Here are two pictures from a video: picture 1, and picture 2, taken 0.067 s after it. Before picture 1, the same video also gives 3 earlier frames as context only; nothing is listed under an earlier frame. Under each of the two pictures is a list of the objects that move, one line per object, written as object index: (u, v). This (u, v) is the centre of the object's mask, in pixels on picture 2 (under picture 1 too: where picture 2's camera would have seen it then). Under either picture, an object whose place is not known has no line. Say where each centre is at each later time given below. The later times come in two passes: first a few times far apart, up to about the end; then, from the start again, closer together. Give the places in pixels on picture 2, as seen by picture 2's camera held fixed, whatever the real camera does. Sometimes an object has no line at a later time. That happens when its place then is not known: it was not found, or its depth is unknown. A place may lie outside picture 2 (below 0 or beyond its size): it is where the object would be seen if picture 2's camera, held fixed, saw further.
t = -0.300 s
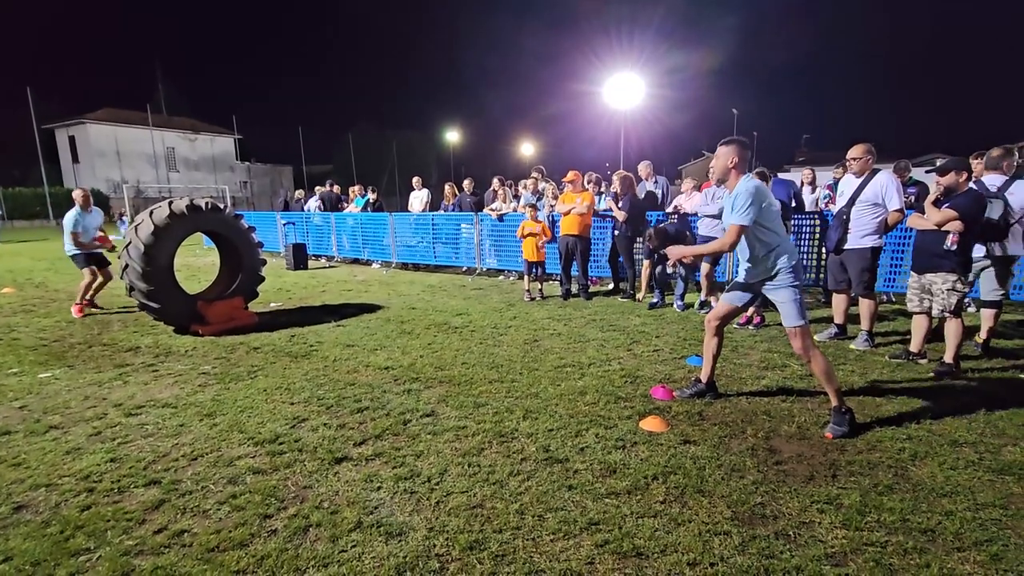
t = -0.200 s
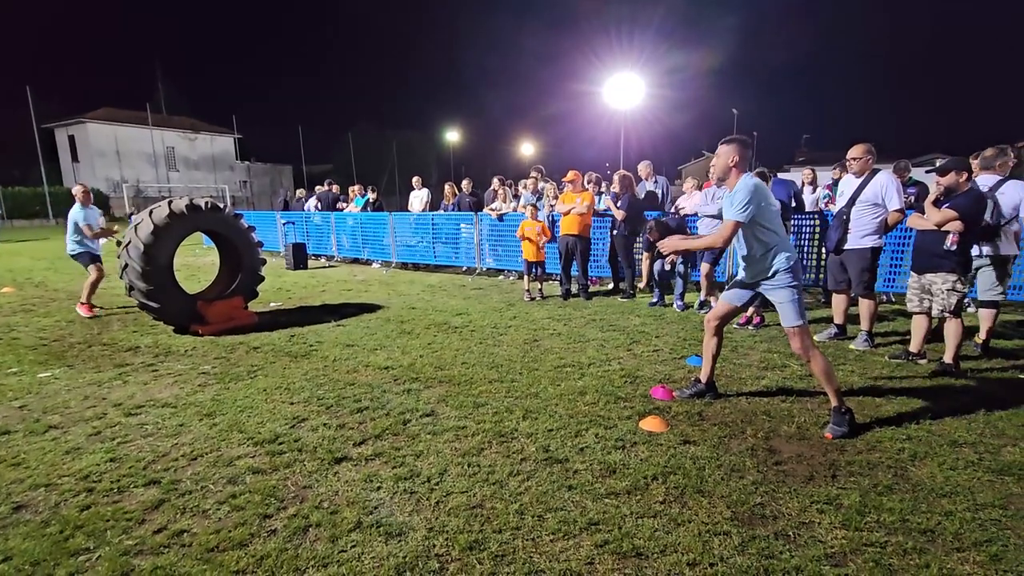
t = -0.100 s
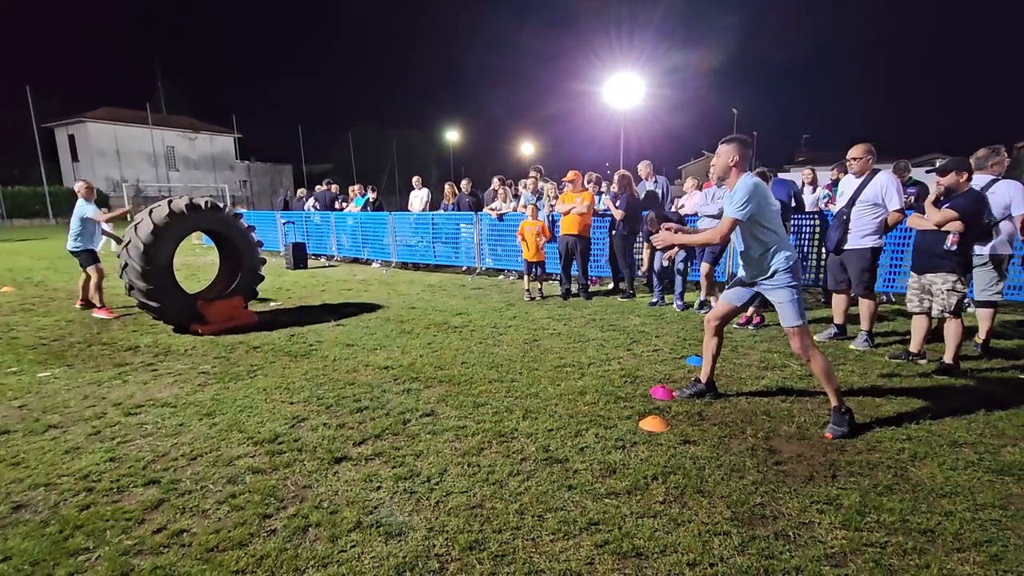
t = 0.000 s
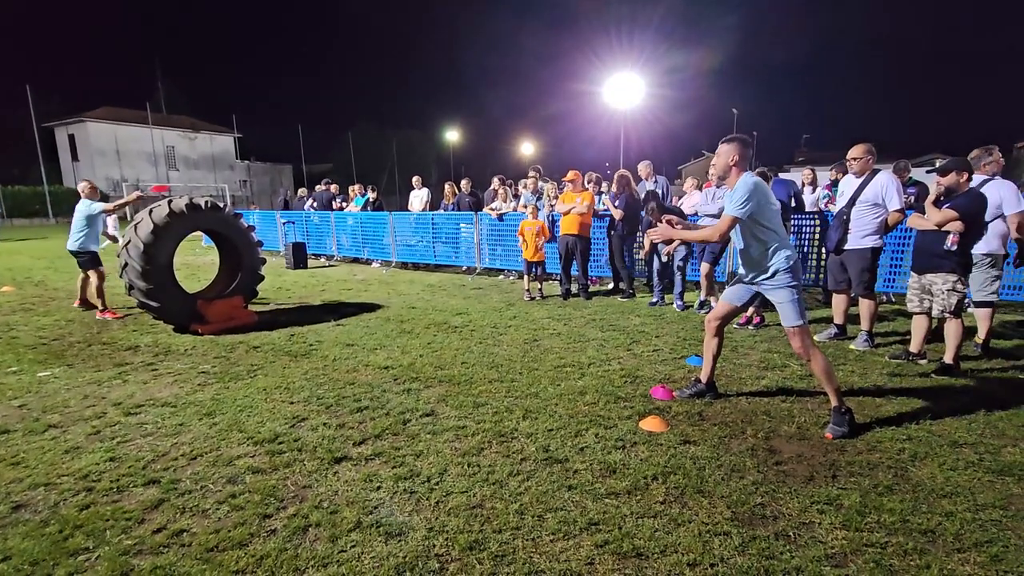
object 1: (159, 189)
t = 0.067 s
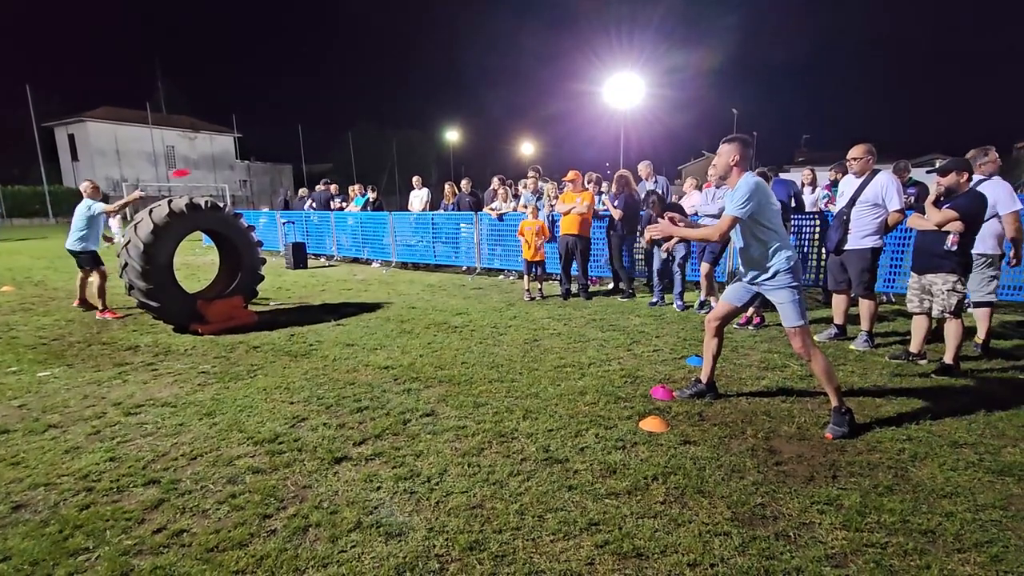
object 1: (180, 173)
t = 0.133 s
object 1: (202, 158)
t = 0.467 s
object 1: (334, 92)
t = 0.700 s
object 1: (452, 50)
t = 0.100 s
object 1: (190, 166)
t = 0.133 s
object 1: (202, 158)
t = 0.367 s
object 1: (290, 111)
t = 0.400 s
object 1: (304, 105)
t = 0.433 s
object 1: (319, 99)
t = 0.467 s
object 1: (334, 92)
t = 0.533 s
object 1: (365, 80)
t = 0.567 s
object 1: (381, 74)
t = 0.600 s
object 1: (398, 68)
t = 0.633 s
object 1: (415, 61)
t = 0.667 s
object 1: (433, 56)
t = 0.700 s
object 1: (452, 50)
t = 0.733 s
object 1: (471, 44)
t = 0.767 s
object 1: (491, 38)
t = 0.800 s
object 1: (511, 32)
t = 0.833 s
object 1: (534, 27)
